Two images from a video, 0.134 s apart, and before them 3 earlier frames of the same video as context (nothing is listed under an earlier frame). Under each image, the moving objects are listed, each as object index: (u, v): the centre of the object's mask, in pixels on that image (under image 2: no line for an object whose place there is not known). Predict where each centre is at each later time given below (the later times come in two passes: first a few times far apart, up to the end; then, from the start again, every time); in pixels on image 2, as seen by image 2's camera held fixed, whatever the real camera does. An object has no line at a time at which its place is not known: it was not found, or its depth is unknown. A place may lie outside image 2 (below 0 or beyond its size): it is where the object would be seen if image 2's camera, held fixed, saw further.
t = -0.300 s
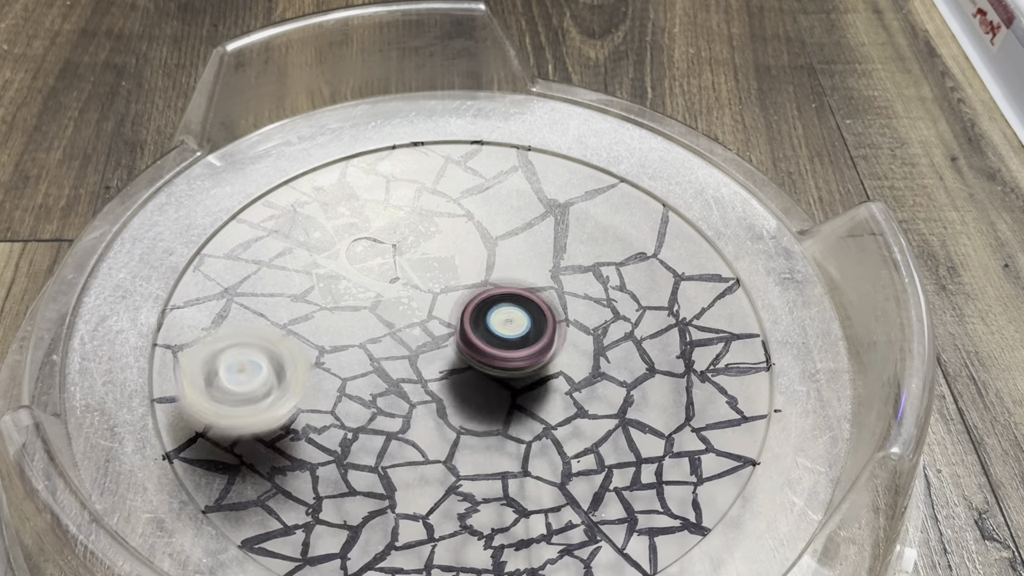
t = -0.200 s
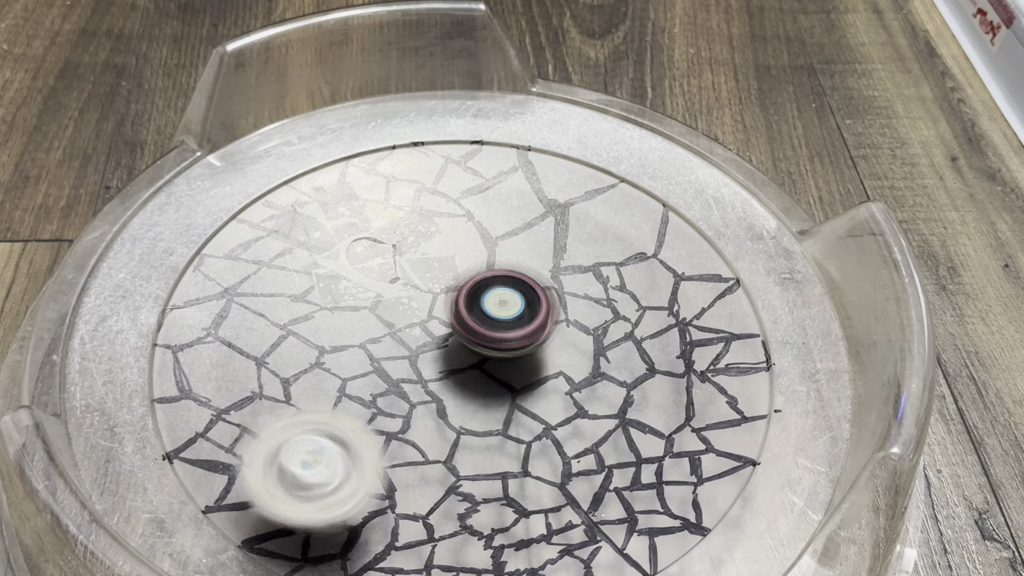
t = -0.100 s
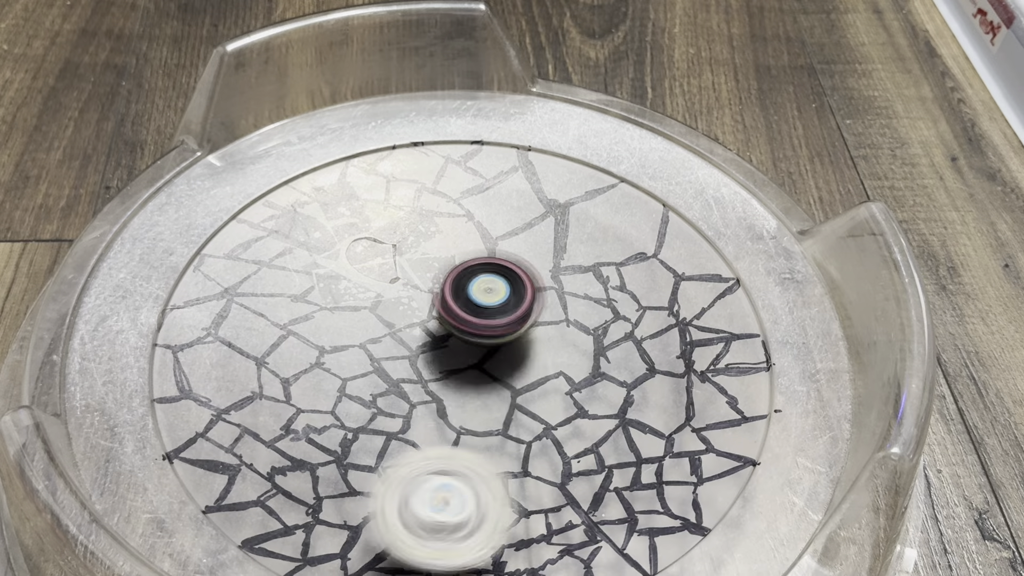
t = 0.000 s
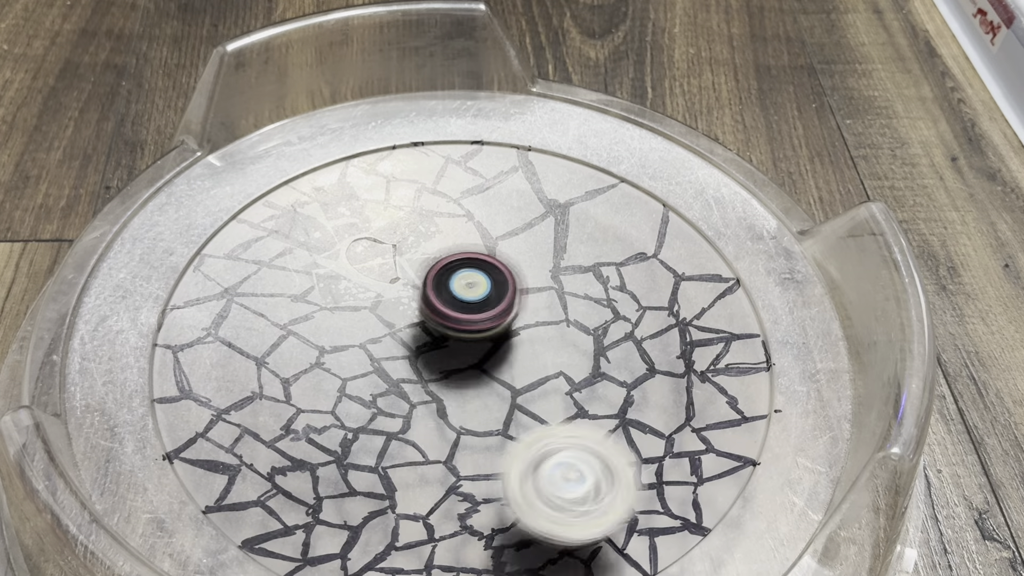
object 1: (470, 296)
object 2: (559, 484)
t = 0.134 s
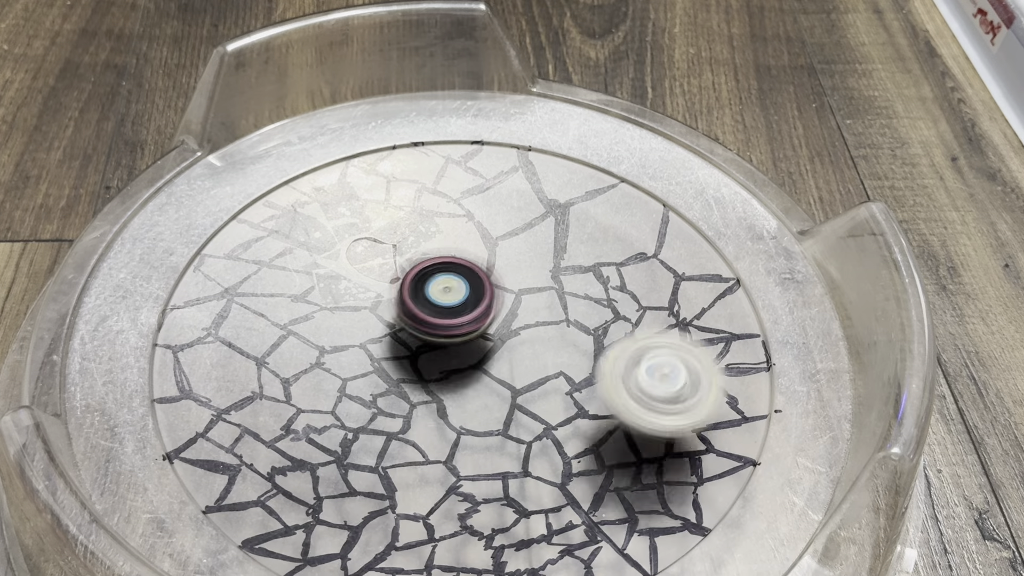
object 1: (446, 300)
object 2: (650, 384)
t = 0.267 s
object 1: (430, 316)
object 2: (632, 273)
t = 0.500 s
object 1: (440, 358)
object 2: (425, 186)
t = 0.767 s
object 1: (497, 374)
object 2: (248, 345)
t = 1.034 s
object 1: (524, 350)
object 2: (504, 489)
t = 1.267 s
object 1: (506, 330)
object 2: (659, 340)
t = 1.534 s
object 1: (462, 325)
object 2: (497, 199)
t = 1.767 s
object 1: (432, 348)
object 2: (306, 272)
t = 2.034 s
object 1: (440, 371)
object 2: (378, 472)
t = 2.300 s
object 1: (468, 366)
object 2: (638, 408)
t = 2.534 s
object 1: (475, 344)
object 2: (576, 240)
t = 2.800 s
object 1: (466, 324)
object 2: (340, 236)
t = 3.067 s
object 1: (441, 326)
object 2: (317, 425)
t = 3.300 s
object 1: (450, 342)
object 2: (560, 453)
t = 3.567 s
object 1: (476, 347)
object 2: (610, 273)
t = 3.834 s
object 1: (497, 336)
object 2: (397, 222)
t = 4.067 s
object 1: (482, 327)
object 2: (299, 353)
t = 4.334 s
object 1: (464, 341)
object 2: (504, 466)
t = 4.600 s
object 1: (467, 361)
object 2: (631, 317)
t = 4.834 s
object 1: (484, 362)
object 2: (482, 224)
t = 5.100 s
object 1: (478, 343)
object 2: (308, 314)
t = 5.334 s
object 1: (455, 337)
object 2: (407, 455)
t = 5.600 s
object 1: (439, 349)
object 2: (616, 380)
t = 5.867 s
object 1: (460, 354)
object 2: (523, 234)
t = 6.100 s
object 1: (472, 345)
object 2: (347, 262)
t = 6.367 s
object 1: (481, 332)
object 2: (366, 426)
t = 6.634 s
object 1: (471, 324)
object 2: (588, 410)
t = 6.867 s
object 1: (458, 335)
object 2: (571, 272)
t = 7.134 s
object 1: (462, 350)
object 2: (390, 250)
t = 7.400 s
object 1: (486, 358)
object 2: (341, 396)
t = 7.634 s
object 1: (492, 345)
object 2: (520, 444)
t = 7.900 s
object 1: (471, 339)
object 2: (595, 304)
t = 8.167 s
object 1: (446, 340)
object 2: (428, 244)
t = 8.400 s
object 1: (475, 403)
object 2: (276, 248)
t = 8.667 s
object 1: (534, 412)
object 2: (313, 378)
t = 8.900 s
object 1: (592, 375)
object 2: (466, 362)
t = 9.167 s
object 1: (604, 321)
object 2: (418, 248)
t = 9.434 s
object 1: (528, 295)
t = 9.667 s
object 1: (576, 340)
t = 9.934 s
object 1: (559, 352)
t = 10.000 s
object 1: (561, 349)
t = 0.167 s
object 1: (441, 303)
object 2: (656, 354)
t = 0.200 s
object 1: (436, 307)
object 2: (654, 325)
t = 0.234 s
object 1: (433, 311)
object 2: (646, 297)
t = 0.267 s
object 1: (430, 316)
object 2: (632, 273)
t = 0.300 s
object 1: (427, 321)
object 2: (611, 247)
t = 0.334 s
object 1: (427, 328)
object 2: (586, 227)
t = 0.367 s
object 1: (427, 334)
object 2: (562, 213)
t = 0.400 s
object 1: (428, 341)
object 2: (529, 198)
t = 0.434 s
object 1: (432, 347)
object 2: (494, 188)
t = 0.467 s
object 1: (436, 353)
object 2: (460, 184)
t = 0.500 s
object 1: (440, 358)
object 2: (425, 186)
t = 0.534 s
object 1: (446, 362)
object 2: (396, 190)
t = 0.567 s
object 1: (452, 367)
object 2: (363, 202)
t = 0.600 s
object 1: (462, 370)
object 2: (333, 218)
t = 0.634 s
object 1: (468, 373)
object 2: (302, 236)
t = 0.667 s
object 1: (473, 374)
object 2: (278, 258)
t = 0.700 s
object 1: (481, 375)
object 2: (270, 285)
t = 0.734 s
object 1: (490, 375)
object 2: (252, 313)
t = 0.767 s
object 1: (497, 374)
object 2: (248, 345)
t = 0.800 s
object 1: (503, 372)
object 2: (256, 377)
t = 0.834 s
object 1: (509, 370)
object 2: (269, 407)
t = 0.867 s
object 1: (515, 367)
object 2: (306, 435)
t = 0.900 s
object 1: (519, 364)
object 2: (338, 458)
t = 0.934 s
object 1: (522, 361)
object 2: (376, 475)
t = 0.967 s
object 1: (524, 357)
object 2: (417, 487)
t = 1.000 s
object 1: (524, 354)
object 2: (460, 491)
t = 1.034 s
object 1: (524, 350)
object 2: (504, 489)
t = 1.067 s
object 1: (523, 347)
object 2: (542, 481)
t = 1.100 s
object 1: (520, 344)
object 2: (580, 466)
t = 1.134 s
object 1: (521, 340)
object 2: (612, 447)
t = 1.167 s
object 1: (519, 337)
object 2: (638, 423)
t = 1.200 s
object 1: (515, 334)
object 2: (657, 398)
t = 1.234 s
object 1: (510, 332)
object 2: (657, 369)
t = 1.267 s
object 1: (506, 330)
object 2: (659, 340)
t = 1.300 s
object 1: (501, 328)
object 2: (658, 314)
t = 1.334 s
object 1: (495, 326)
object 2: (647, 288)
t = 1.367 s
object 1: (489, 325)
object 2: (631, 264)
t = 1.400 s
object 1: (483, 324)
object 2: (606, 242)
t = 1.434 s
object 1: (477, 324)
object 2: (583, 227)
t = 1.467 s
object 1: (472, 324)
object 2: (554, 213)
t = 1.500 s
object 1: (468, 324)
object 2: (523, 204)
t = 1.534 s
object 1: (462, 325)
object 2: (497, 199)
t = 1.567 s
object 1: (456, 326)
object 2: (463, 198)
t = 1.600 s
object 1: (450, 331)
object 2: (430, 200)
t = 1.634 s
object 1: (444, 334)
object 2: (396, 210)
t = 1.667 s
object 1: (440, 337)
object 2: (368, 221)
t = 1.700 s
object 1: (436, 340)
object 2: (341, 234)
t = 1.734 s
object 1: (434, 344)
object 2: (323, 251)
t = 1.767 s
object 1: (432, 348)
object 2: (306, 272)
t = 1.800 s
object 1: (430, 352)
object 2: (292, 296)
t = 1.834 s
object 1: (429, 356)
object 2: (284, 321)
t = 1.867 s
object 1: (430, 359)
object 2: (281, 349)
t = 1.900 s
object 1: (432, 362)
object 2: (285, 378)
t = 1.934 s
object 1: (433, 365)
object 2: (297, 407)
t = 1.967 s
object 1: (435, 367)
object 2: (316, 432)
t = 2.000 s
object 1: (437, 368)
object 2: (345, 453)
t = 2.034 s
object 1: (440, 371)
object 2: (378, 472)
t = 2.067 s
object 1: (443, 370)
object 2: (413, 484)
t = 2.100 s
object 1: (447, 372)
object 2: (452, 490)
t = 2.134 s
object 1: (451, 372)
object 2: (492, 490)
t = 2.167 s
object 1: (454, 372)
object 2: (528, 484)
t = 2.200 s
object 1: (458, 371)
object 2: (566, 472)
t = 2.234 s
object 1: (462, 370)
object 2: (597, 456)
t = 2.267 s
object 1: (465, 368)
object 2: (621, 433)
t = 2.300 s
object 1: (468, 366)
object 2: (638, 408)
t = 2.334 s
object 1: (471, 364)
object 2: (649, 382)
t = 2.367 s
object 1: (473, 361)
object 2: (652, 355)
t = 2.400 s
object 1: (475, 357)
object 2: (648, 327)
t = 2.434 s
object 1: (476, 354)
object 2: (639, 301)
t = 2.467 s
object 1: (476, 350)
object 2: (623, 279)
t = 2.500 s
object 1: (477, 347)
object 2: (601, 259)
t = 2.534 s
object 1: (475, 344)
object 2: (576, 240)
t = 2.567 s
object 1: (476, 340)
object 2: (551, 228)
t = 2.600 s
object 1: (474, 340)
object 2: (521, 216)
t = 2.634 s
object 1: (473, 337)
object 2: (491, 210)
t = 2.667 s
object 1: (472, 334)
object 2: (457, 209)
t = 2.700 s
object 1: (470, 329)
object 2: (425, 210)
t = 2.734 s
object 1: (469, 328)
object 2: (393, 216)
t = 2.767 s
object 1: (468, 326)
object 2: (363, 226)
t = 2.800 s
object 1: (466, 324)
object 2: (340, 236)
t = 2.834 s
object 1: (462, 323)
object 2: (320, 253)
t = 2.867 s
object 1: (459, 323)
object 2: (303, 271)
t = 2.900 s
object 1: (456, 322)
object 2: (288, 295)
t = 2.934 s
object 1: (451, 322)
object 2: (279, 320)
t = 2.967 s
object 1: (447, 323)
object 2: (277, 347)
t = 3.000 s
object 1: (445, 323)
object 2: (284, 376)
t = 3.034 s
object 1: (443, 324)
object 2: (296, 400)
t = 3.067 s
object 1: (441, 326)
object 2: (317, 425)
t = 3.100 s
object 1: (441, 328)
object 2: (346, 446)
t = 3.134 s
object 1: (441, 330)
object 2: (379, 462)
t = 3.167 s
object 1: (441, 333)
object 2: (414, 471)
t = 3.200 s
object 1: (443, 335)
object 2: (451, 476)
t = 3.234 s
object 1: (444, 337)
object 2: (491, 474)
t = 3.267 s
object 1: (447, 339)
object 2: (526, 467)
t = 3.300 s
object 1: (450, 342)
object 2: (560, 453)
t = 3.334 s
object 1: (454, 344)
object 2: (588, 438)
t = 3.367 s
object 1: (457, 345)
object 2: (611, 417)
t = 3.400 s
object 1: (460, 346)
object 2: (627, 392)
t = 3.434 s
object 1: (463, 347)
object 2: (636, 367)
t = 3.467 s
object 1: (467, 347)
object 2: (639, 342)
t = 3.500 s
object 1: (470, 346)
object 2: (635, 318)
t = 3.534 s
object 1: (472, 347)
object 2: (625, 294)
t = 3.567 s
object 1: (476, 347)
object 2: (610, 273)
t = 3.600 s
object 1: (481, 347)
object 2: (590, 253)
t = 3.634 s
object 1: (485, 345)
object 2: (569, 238)
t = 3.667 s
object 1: (488, 343)
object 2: (543, 224)
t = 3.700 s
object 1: (489, 342)
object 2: (517, 216)
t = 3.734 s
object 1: (491, 340)
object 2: (487, 211)
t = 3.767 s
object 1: (493, 339)
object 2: (457, 211)
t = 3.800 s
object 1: (496, 337)
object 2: (427, 214)
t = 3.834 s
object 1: (497, 336)
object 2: (397, 222)
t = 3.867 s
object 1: (494, 333)
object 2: (370, 233)
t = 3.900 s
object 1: (494, 331)
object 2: (347, 242)
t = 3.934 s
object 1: (492, 330)
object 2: (331, 261)
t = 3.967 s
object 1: (492, 328)
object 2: (315, 282)
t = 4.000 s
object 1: (489, 328)
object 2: (304, 303)
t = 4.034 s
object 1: (486, 327)
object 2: (300, 328)
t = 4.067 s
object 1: (482, 327)
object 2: (299, 353)
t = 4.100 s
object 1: (479, 327)
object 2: (308, 379)
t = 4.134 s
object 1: (474, 329)
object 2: (323, 405)
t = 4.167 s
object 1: (472, 331)
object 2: (344, 425)
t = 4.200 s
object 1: (469, 332)
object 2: (372, 444)
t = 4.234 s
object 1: (468, 335)
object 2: (402, 457)
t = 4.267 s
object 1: (468, 336)
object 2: (435, 465)
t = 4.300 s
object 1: (465, 339)
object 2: (468, 469)
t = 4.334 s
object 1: (464, 341)
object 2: (504, 466)
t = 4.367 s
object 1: (463, 343)
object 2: (536, 459)
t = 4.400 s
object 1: (462, 346)
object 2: (567, 447)
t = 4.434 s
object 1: (462, 347)
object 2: (596, 429)
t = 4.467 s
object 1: (461, 350)
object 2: (616, 410)
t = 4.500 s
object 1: (461, 354)
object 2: (630, 388)
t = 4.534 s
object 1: (462, 356)
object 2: (636, 365)
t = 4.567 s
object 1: (463, 359)
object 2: (636, 340)
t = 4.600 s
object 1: (467, 361)
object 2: (631, 317)
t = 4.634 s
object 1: (468, 363)
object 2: (620, 294)
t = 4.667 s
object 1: (469, 365)
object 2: (605, 275)
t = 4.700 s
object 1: (472, 365)
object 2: (584, 259)
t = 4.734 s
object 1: (477, 365)
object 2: (561, 244)
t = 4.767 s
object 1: (481, 364)
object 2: (537, 234)
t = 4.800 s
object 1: (482, 362)
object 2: (512, 227)
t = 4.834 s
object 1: (484, 362)
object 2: (482, 224)
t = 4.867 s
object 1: (485, 359)
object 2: (452, 225)
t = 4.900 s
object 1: (487, 358)
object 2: (425, 229)
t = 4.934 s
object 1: (486, 356)
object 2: (395, 237)
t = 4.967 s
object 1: (487, 352)
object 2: (370, 245)
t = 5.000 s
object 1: (485, 350)
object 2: (350, 257)
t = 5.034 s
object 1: (485, 347)
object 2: (333, 274)
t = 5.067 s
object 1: (480, 345)
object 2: (318, 293)
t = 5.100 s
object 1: (478, 343)
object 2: (308, 314)
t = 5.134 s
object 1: (475, 342)
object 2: (305, 338)
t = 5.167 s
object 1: (472, 342)
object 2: (306, 362)
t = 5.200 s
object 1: (468, 341)
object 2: (315, 386)
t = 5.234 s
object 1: (465, 340)
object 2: (330, 409)
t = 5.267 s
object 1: (463, 339)
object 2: (350, 426)
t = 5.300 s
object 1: (461, 337)
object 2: (378, 443)
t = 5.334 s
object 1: (455, 337)
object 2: (407, 455)
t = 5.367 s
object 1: (452, 337)
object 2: (439, 461)
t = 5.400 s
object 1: (448, 337)
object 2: (470, 464)
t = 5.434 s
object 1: (446, 339)
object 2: (504, 461)
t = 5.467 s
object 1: (443, 340)
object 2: (535, 451)
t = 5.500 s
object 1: (441, 342)
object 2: (564, 439)
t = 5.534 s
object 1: (440, 344)
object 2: (586, 422)
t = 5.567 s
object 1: (439, 346)
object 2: (605, 402)
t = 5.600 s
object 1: (439, 349)
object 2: (616, 380)
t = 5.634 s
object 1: (440, 351)
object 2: (623, 358)
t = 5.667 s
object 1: (442, 352)
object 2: (622, 335)
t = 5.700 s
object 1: (442, 354)
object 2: (615, 312)
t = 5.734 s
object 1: (445, 354)
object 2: (604, 292)
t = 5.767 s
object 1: (448, 356)
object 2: (587, 274)
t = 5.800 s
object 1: (451, 356)
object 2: (569, 258)
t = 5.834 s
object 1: (455, 356)
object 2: (547, 244)
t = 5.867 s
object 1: (460, 354)
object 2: (523, 234)
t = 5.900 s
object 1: (463, 352)
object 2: (499, 229)
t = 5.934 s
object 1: (464, 351)
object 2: (470, 227)
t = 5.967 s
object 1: (466, 350)
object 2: (444, 229)
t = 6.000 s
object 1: (467, 348)
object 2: (416, 233)
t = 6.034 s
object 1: (468, 348)
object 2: (389, 241)
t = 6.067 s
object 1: (472, 346)
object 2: (367, 249)
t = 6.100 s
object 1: (472, 345)
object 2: (347, 262)
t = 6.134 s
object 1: (474, 344)
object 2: (333, 280)
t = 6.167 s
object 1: (475, 342)
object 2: (321, 300)
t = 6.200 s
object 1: (475, 341)
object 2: (314, 321)
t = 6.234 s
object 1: (478, 340)
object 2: (313, 344)
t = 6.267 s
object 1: (479, 339)
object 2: (317, 366)
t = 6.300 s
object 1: (479, 337)
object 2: (327, 389)
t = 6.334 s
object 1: (479, 336)
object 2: (345, 410)
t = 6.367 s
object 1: (481, 332)
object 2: (366, 426)
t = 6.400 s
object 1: (479, 331)
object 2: (393, 440)
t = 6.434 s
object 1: (480, 330)
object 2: (421, 449)
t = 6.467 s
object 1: (480, 327)
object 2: (452, 454)
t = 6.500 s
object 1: (478, 326)
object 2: (484, 454)
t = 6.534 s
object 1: (477, 325)
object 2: (514, 449)
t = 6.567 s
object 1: (475, 324)
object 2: (542, 439)
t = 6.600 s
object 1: (473, 324)
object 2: (568, 426)
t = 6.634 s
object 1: (471, 324)
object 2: (588, 410)
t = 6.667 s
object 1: (468, 324)
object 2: (603, 390)
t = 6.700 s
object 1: (467, 324)
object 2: (613, 370)
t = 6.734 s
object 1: (465, 326)
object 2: (616, 349)
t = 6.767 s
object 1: (461, 328)
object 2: (614, 328)
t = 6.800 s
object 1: (460, 329)
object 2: (600, 307)
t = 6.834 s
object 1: (458, 332)
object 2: (587, 290)
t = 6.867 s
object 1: (458, 335)
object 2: (571, 272)
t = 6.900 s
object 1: (459, 336)
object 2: (553, 258)
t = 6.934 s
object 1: (460, 338)
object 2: (536, 247)
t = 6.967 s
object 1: (461, 339)
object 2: (514, 239)
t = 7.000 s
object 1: (461, 340)
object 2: (488, 235)
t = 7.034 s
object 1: (459, 341)
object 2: (462, 235)
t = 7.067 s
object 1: (460, 343)
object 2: (439, 239)
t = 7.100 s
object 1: (459, 346)
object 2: (413, 245)
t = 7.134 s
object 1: (462, 350)
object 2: (390, 250)
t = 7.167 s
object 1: (464, 353)
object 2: (371, 261)
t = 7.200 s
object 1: (467, 356)
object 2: (354, 275)
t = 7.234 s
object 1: (470, 357)
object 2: (339, 293)
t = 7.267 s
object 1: (472, 358)
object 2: (328, 311)
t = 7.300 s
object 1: (477, 360)
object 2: (322, 331)
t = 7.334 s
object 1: (479, 360)
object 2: (321, 354)
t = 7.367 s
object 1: (484, 360)
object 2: (329, 374)
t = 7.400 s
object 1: (486, 358)
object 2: (341, 396)
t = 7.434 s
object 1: (488, 357)
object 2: (358, 413)
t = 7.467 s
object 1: (491, 355)
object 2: (383, 428)
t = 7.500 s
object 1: (492, 354)
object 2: (407, 440)
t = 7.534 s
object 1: (494, 352)
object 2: (435, 447)
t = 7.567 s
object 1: (494, 350)
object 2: (464, 451)
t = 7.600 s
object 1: (495, 347)
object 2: (493, 450)
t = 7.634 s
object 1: (492, 345)
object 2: (520, 444)
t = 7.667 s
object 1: (491, 343)
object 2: (545, 433)
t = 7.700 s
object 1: (487, 342)
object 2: (568, 420)
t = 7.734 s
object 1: (486, 339)
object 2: (585, 402)
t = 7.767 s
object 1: (482, 339)
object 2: (597, 383)
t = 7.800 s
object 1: (479, 339)
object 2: (606, 365)
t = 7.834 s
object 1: (476, 338)
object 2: (608, 343)
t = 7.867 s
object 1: (474, 339)
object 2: (603, 324)
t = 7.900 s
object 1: (471, 339)
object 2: (595, 304)
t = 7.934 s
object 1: (469, 339)
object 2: (583, 287)
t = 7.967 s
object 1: (467, 338)
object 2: (566, 273)
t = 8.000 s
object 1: (465, 338)
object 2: (547, 259)
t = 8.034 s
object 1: (462, 337)
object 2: (525, 250)
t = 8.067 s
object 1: (459, 336)
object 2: (501, 244)
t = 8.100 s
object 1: (455, 336)
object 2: (478, 240)
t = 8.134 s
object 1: (449, 337)
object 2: (451, 244)
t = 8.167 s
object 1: (446, 340)
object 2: (428, 244)
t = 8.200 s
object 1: (441, 342)
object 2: (404, 251)
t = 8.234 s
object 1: (442, 347)
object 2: (383, 258)
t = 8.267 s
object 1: (451, 368)
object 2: (359, 249)
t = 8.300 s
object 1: (458, 381)
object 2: (334, 242)
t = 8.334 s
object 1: (461, 391)
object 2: (313, 242)
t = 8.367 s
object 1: (469, 397)
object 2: (294, 243)
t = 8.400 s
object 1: (475, 403)
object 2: (276, 248)
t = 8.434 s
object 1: (482, 407)
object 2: (258, 257)
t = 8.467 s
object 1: (490, 411)
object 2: (245, 269)
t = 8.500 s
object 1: (497, 414)
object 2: (234, 286)
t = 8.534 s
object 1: (508, 415)
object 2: (235, 305)
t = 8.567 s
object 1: (514, 416)
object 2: (244, 328)
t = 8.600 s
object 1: (522, 416)
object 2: (261, 347)
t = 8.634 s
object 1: (530, 414)
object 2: (284, 364)
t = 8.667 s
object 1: (534, 412)
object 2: (313, 378)
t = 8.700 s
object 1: (538, 409)
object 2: (343, 387)
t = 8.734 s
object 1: (542, 405)
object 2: (375, 392)
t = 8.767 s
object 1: (545, 400)
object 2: (406, 394)
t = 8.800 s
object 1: (559, 395)
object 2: (426, 390)
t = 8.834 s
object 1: (577, 391)
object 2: (434, 383)
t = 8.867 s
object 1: (586, 384)
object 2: (449, 373)
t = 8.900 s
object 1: (592, 375)
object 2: (466, 362)
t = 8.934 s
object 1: (601, 371)
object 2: (470, 344)
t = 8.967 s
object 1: (608, 365)
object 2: (470, 326)
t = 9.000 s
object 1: (611, 358)
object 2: (469, 309)
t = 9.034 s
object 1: (613, 350)
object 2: (463, 294)
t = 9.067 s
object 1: (614, 343)
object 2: (455, 278)
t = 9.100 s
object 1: (612, 335)
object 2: (445, 265)
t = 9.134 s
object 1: (609, 328)
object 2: (433, 254)
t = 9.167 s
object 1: (604, 321)
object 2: (418, 248)
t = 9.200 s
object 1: (597, 316)
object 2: (401, 244)
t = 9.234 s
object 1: (590, 310)
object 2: (384, 243)
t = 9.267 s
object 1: (581, 307)
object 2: (368, 245)
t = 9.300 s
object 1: (572, 302)
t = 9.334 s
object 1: (561, 299)
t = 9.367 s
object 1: (551, 298)
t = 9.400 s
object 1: (538, 296)
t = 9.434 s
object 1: (528, 295)
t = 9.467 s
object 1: (517, 295)
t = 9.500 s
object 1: (539, 306)
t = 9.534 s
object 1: (558, 321)
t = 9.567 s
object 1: (567, 331)
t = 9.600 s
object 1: (571, 338)
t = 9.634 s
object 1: (574, 339)
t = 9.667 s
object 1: (576, 340)
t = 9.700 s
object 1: (577, 341)
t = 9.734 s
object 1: (577, 342)
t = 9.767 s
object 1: (576, 343)
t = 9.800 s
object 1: (574, 344)
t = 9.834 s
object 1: (572, 345)
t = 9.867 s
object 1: (569, 346)
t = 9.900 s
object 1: (563, 350)
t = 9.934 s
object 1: (559, 352)
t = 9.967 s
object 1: (554, 352)
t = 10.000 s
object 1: (561, 349)
